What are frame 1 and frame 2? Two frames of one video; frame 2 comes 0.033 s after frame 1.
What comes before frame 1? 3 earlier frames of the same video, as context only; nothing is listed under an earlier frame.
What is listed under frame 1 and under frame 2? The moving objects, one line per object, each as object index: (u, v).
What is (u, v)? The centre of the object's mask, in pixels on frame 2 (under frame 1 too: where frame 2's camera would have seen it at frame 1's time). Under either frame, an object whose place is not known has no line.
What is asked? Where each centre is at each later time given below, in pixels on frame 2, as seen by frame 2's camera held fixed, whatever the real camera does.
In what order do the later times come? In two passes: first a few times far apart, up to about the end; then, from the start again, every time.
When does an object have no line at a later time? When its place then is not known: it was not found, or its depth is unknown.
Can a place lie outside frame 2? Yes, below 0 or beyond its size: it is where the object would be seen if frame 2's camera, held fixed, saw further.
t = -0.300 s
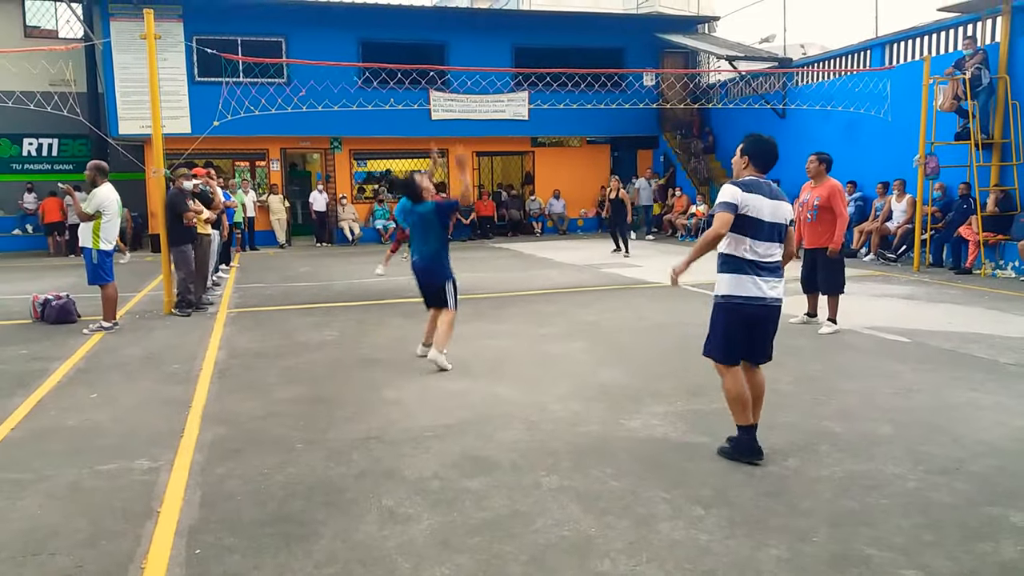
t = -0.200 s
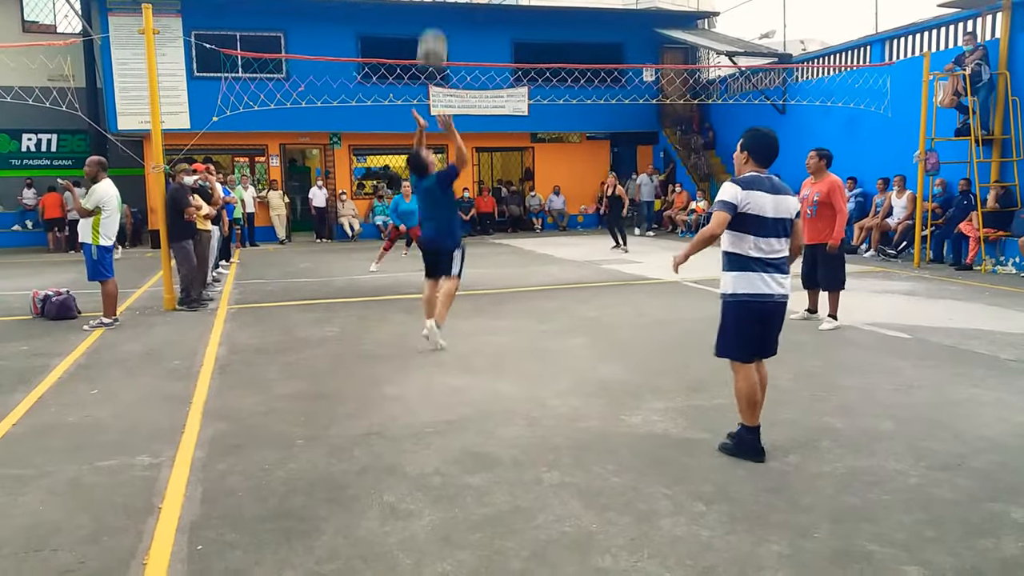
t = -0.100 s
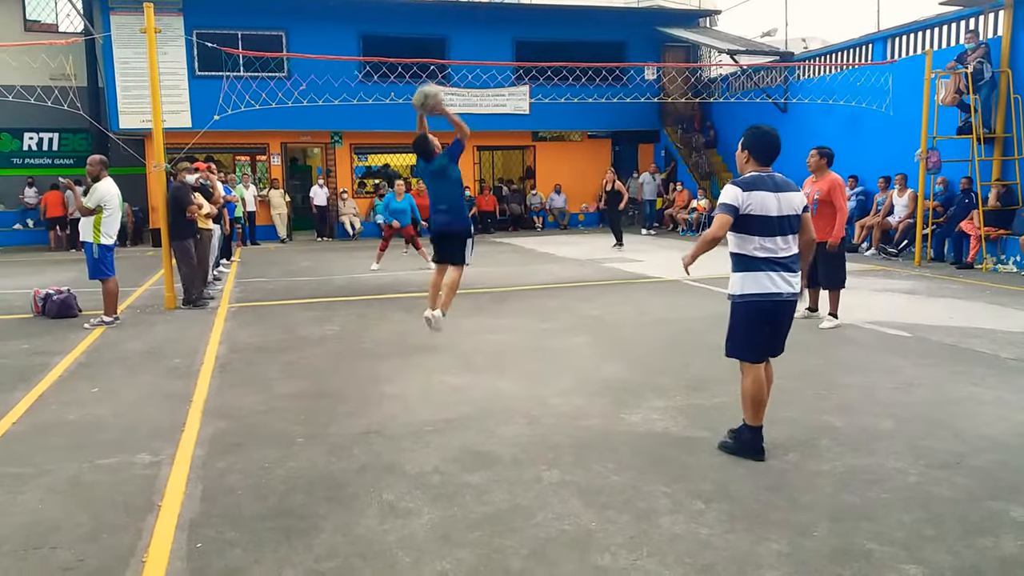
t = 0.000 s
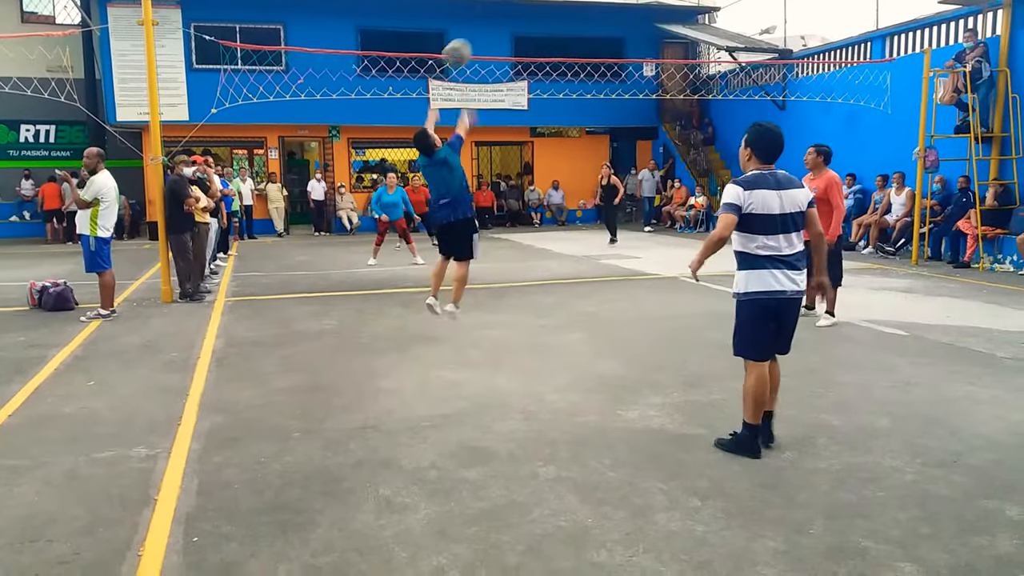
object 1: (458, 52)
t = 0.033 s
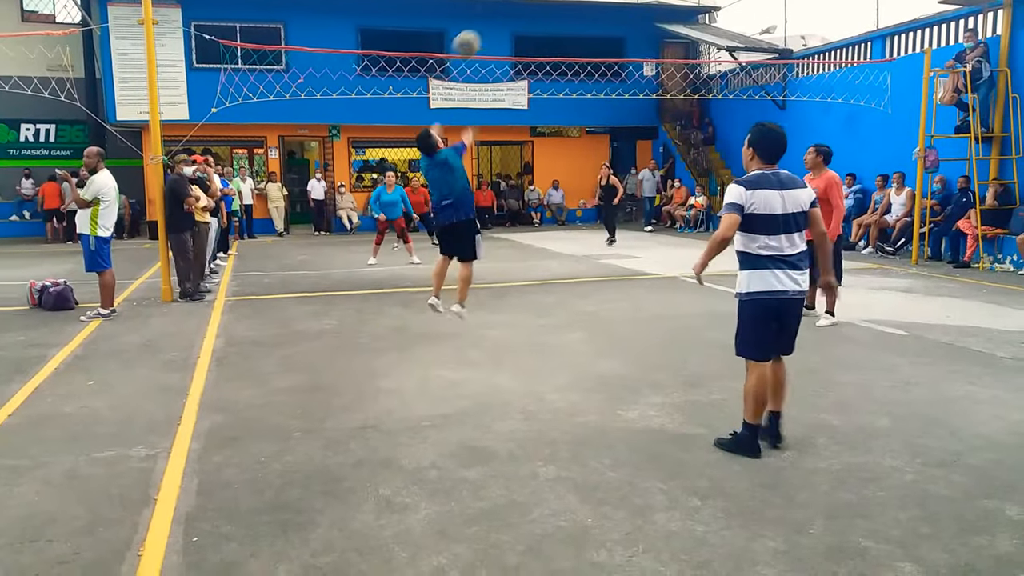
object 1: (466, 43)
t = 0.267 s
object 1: (516, 22)
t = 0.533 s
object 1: (546, 49)
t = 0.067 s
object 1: (476, 36)
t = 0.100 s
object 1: (484, 31)
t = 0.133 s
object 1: (492, 26)
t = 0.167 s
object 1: (498, 24)
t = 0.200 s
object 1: (504, 22)
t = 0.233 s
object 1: (510, 22)
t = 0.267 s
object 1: (516, 22)
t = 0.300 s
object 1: (521, 23)
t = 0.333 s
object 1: (526, 25)
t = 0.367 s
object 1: (529, 28)
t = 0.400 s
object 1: (533, 31)
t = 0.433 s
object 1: (537, 36)
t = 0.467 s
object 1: (541, 40)
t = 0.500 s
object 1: (543, 45)
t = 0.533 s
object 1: (546, 49)
